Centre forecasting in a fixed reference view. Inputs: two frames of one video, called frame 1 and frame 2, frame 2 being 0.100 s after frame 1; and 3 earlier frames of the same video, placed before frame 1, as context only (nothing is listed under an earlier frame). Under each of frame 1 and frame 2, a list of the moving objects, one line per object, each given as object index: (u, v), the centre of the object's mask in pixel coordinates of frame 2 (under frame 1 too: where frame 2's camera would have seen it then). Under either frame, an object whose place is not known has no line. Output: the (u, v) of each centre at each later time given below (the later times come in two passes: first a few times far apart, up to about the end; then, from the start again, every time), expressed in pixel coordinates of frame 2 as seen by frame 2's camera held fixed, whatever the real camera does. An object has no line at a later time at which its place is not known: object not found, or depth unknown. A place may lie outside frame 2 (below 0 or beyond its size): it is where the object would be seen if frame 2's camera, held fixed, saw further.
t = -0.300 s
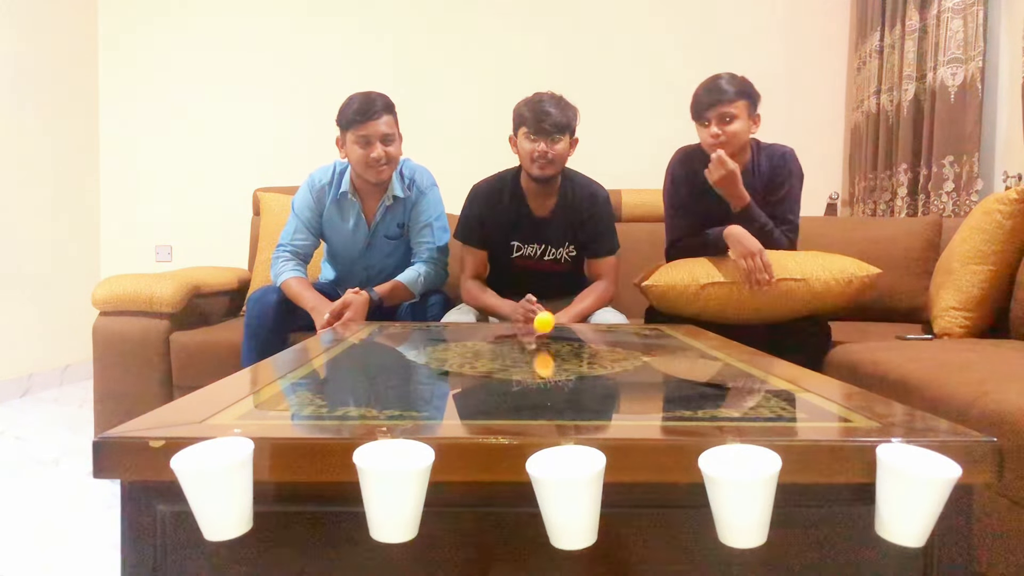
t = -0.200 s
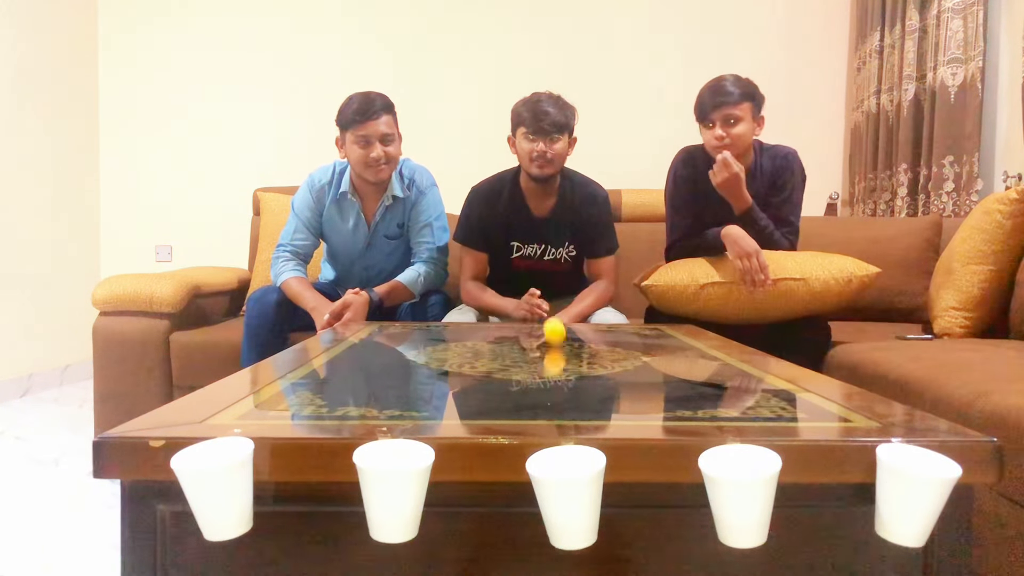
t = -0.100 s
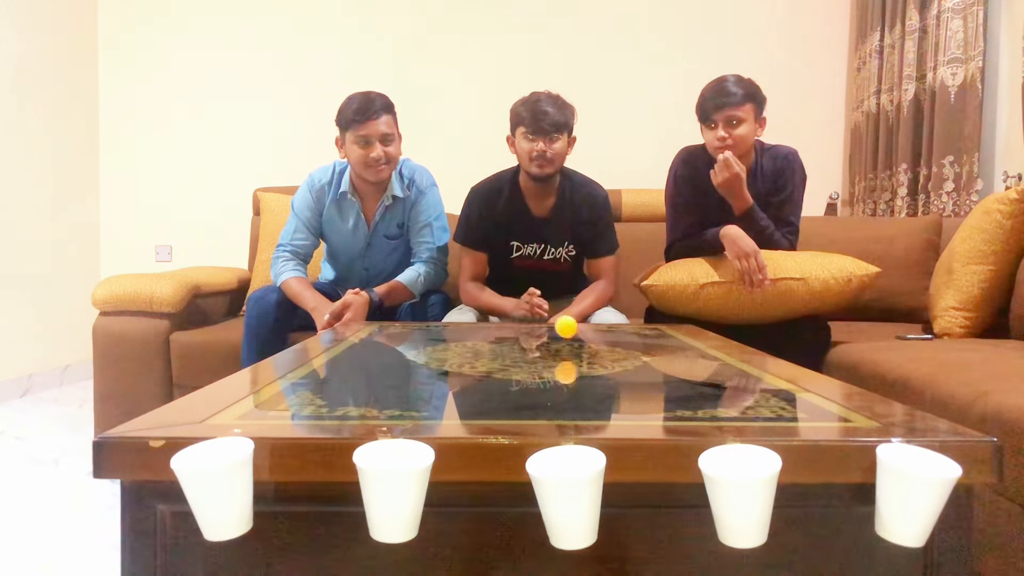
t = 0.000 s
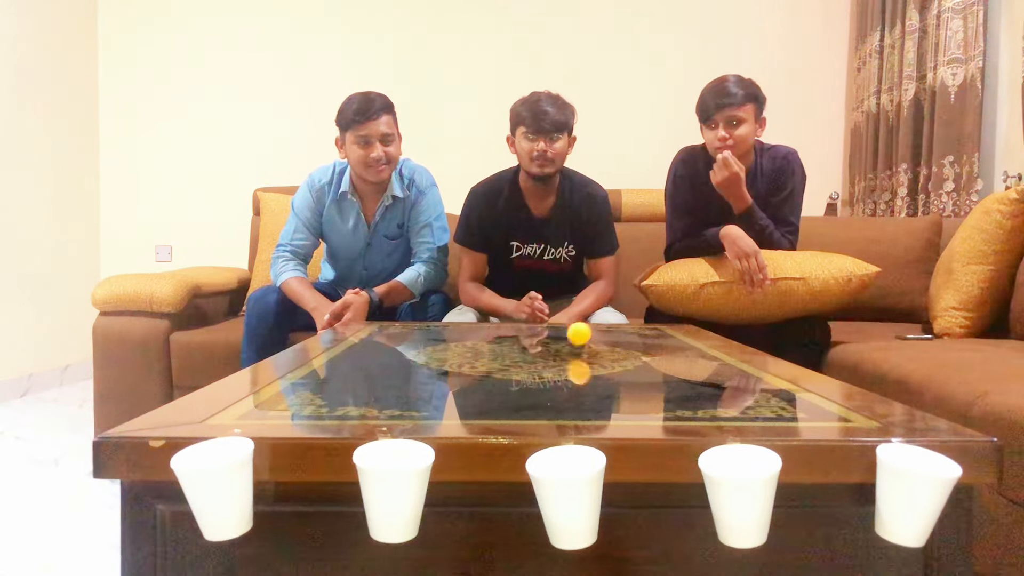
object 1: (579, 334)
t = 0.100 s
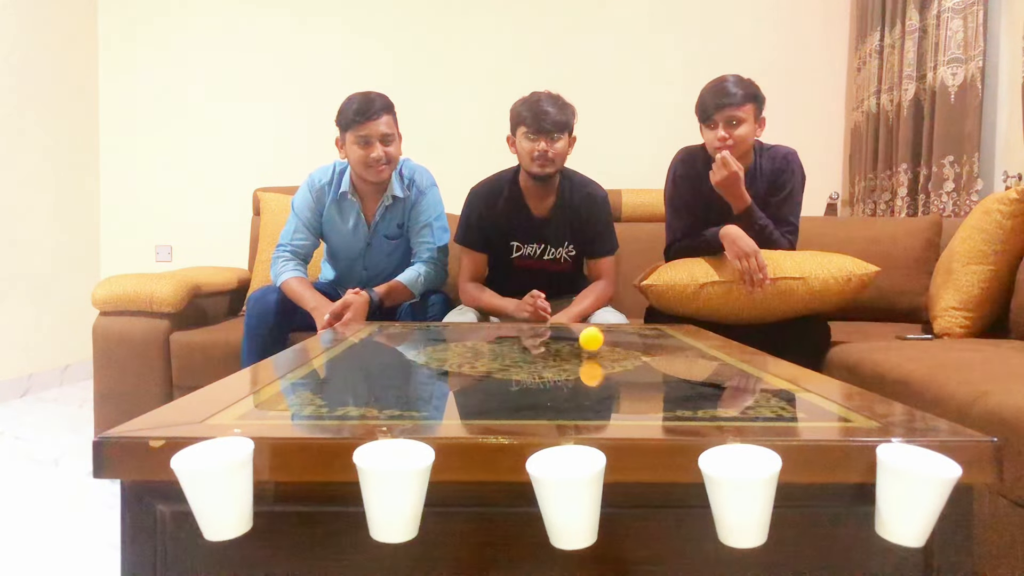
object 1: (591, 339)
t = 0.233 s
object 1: (608, 345)
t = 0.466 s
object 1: (634, 356)
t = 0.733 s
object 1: (653, 368)
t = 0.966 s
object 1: (659, 378)
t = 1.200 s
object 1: (655, 388)
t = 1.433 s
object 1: (643, 399)
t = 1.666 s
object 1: (629, 409)
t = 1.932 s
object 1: (625, 448)
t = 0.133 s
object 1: (595, 339)
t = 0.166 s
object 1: (599, 344)
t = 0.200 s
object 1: (603, 344)
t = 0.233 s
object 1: (608, 345)
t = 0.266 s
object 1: (612, 348)
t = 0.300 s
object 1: (616, 347)
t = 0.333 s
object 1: (620, 351)
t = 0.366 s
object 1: (623, 350)
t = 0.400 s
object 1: (627, 353)
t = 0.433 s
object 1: (630, 354)
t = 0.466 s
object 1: (634, 356)
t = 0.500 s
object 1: (637, 358)
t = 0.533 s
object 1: (640, 359)
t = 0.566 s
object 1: (642, 361)
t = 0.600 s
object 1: (645, 362)
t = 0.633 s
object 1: (647, 363)
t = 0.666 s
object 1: (650, 365)
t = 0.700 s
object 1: (652, 366)
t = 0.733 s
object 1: (653, 368)
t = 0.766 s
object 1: (654, 369)
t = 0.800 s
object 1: (656, 371)
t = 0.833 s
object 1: (657, 372)
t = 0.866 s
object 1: (658, 373)
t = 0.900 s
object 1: (659, 375)
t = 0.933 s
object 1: (659, 376)
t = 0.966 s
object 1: (659, 378)
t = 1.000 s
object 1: (659, 379)
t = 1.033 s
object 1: (658, 381)
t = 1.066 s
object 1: (658, 382)
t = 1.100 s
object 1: (657, 384)
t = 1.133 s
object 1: (657, 385)
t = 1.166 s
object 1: (656, 386)
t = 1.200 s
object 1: (655, 388)
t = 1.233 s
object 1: (654, 389)
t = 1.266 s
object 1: (653, 391)
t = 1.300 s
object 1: (650, 393)
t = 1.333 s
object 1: (648, 394)
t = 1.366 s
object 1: (646, 396)
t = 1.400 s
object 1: (645, 397)
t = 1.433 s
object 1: (643, 399)
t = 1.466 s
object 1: (641, 400)
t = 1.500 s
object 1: (640, 402)
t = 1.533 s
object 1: (639, 403)
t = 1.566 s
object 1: (637, 404)
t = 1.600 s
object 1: (634, 405)
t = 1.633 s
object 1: (632, 407)
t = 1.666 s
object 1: (629, 409)
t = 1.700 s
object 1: (626, 411)
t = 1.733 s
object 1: (624, 412)
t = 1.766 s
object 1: (622, 414)
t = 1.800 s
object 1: (621, 416)
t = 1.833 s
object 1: (619, 418)
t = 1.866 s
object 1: (618, 425)
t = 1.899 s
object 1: (618, 437)
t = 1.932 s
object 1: (625, 448)
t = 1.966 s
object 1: (634, 468)
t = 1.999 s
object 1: (643, 499)
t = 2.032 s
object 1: (652, 541)
